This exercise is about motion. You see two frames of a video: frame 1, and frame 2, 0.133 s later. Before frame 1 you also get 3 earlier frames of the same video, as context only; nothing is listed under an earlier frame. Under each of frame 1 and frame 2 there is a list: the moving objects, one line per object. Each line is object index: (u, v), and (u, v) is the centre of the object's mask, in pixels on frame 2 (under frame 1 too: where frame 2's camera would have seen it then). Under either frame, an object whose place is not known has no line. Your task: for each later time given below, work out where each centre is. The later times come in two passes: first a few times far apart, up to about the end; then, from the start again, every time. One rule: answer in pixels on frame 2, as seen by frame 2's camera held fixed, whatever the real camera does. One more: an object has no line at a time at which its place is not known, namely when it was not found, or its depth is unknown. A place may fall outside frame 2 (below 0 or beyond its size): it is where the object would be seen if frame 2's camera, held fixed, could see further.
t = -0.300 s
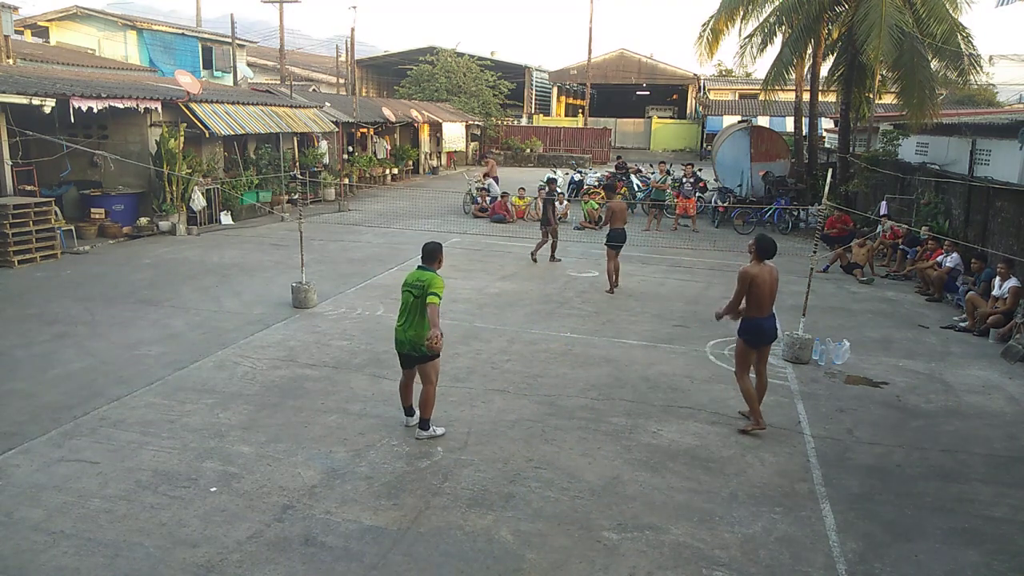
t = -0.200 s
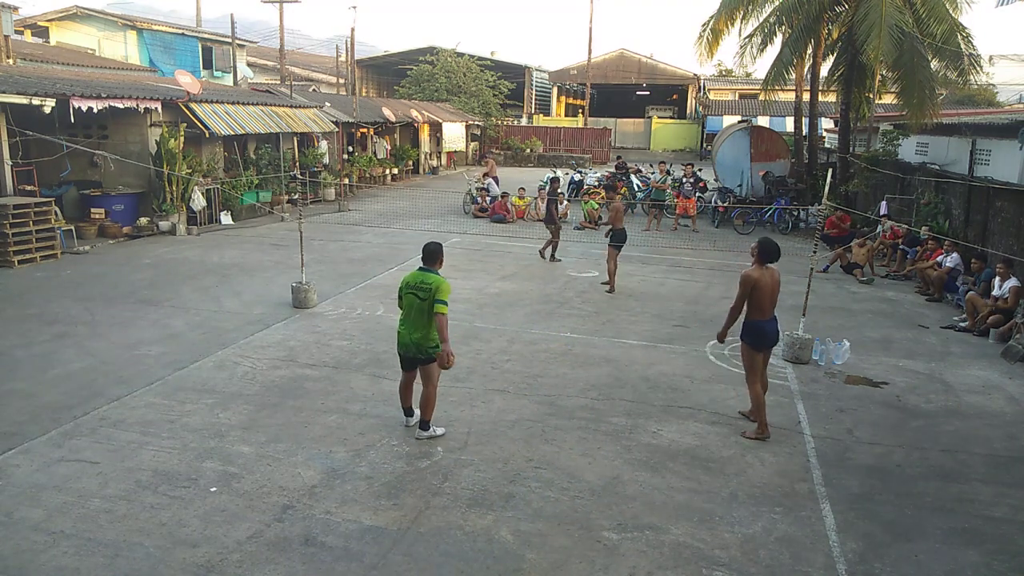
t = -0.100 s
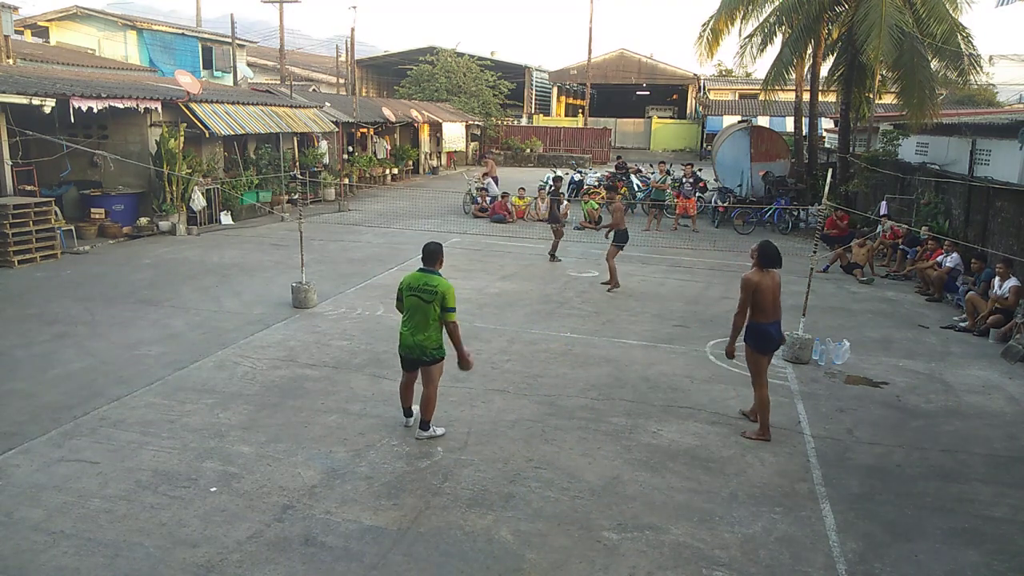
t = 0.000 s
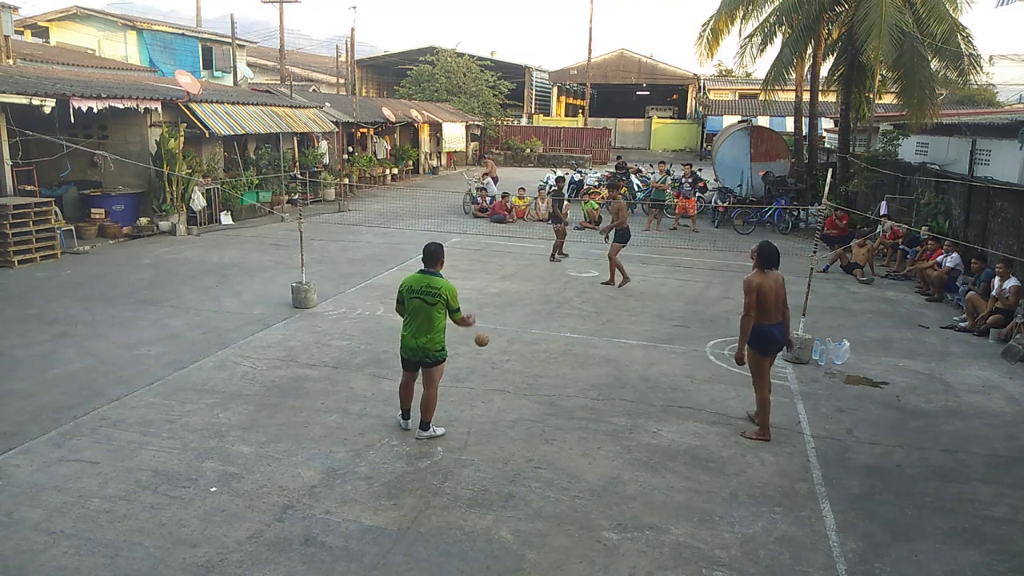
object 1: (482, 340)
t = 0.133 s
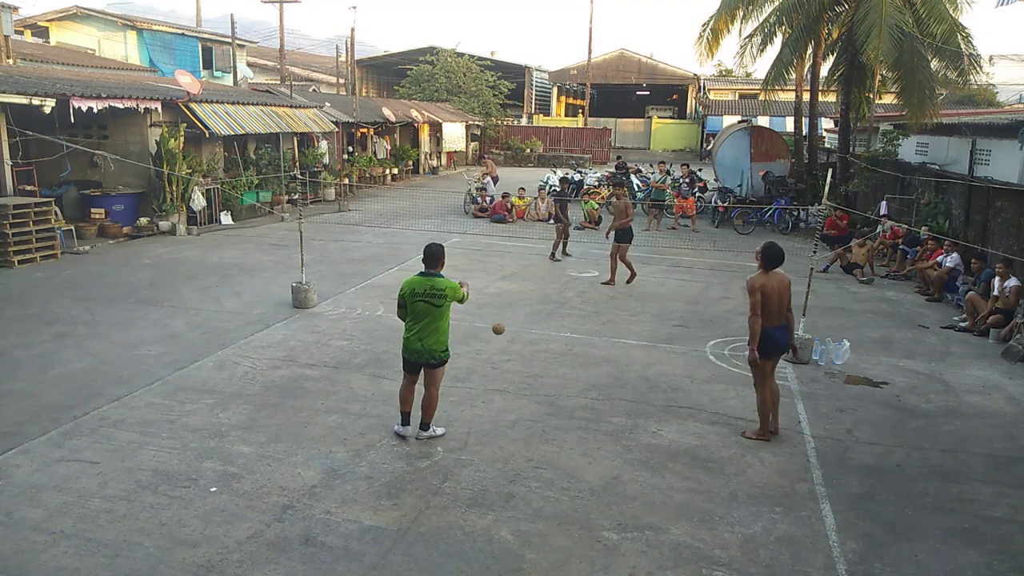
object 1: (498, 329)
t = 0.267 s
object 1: (510, 334)
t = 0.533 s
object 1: (529, 292)
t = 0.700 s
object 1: (538, 287)
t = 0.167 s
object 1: (502, 329)
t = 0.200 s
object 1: (505, 330)
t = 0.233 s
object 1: (508, 331)
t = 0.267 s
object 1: (510, 334)
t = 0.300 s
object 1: (513, 338)
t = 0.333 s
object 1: (516, 328)
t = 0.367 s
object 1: (518, 319)
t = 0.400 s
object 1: (521, 312)
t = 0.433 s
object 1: (523, 305)
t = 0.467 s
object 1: (525, 300)
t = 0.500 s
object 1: (527, 295)
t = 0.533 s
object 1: (529, 292)
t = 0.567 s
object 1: (531, 289)
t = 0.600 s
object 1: (533, 288)
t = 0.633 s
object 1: (534, 287)
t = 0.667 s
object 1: (536, 287)
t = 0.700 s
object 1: (538, 287)
